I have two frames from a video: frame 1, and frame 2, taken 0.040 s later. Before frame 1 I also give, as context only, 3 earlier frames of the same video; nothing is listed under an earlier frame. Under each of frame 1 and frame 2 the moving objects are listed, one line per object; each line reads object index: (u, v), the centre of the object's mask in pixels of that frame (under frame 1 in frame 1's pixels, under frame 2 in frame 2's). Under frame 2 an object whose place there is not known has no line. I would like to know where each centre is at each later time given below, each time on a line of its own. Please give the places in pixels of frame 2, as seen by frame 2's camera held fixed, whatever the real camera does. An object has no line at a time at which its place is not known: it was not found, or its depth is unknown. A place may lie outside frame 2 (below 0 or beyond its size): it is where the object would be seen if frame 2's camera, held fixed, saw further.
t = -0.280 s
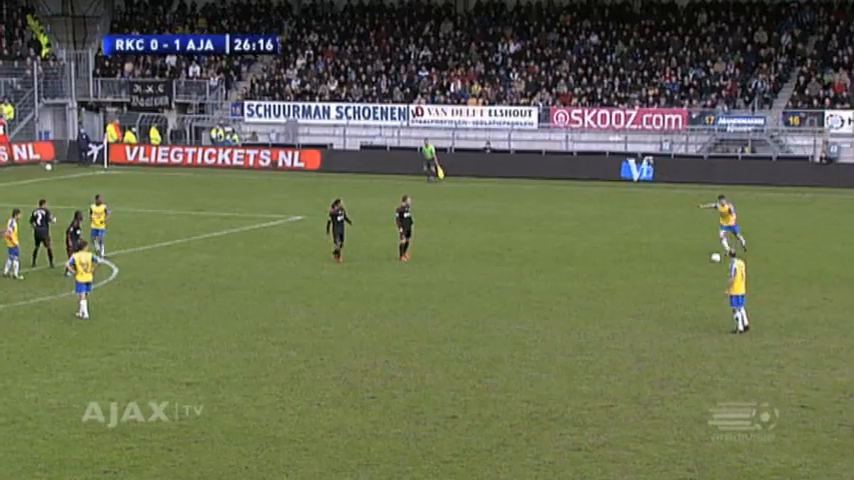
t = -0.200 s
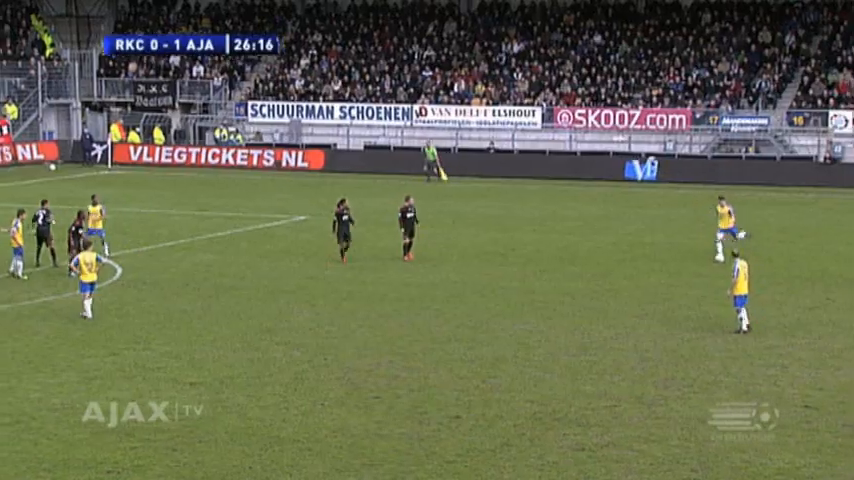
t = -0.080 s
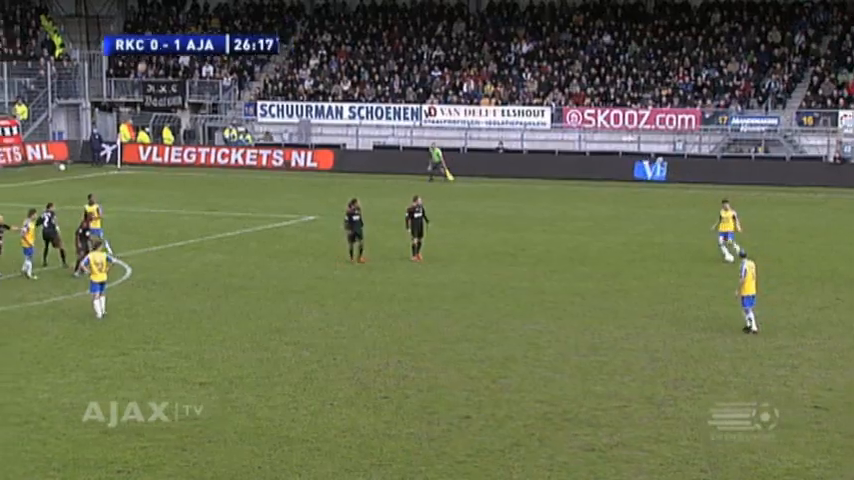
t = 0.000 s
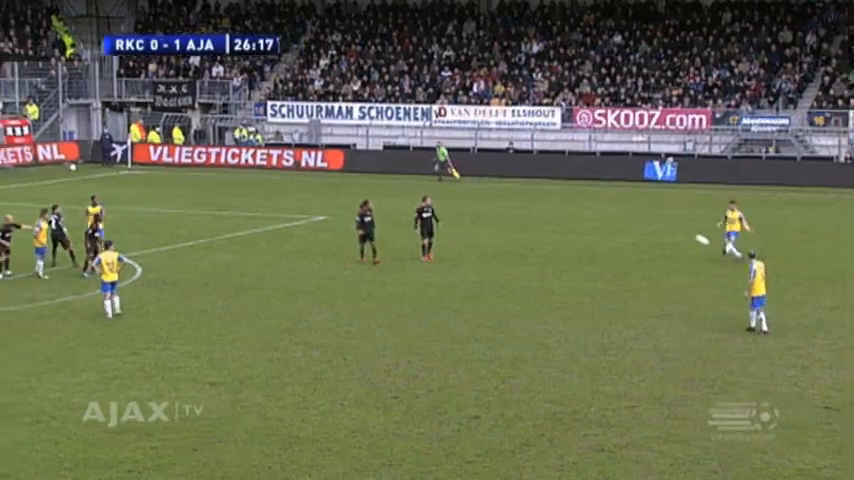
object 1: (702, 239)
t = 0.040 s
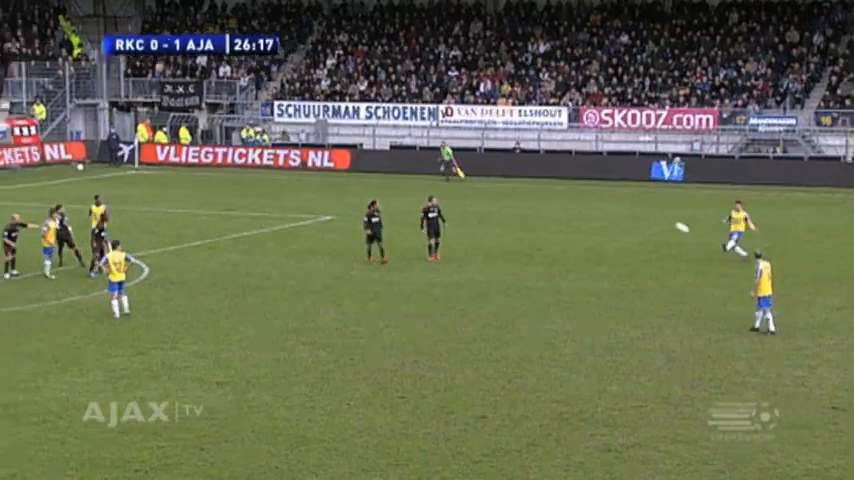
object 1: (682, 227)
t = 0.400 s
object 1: (444, 136)
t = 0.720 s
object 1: (243, 86)
